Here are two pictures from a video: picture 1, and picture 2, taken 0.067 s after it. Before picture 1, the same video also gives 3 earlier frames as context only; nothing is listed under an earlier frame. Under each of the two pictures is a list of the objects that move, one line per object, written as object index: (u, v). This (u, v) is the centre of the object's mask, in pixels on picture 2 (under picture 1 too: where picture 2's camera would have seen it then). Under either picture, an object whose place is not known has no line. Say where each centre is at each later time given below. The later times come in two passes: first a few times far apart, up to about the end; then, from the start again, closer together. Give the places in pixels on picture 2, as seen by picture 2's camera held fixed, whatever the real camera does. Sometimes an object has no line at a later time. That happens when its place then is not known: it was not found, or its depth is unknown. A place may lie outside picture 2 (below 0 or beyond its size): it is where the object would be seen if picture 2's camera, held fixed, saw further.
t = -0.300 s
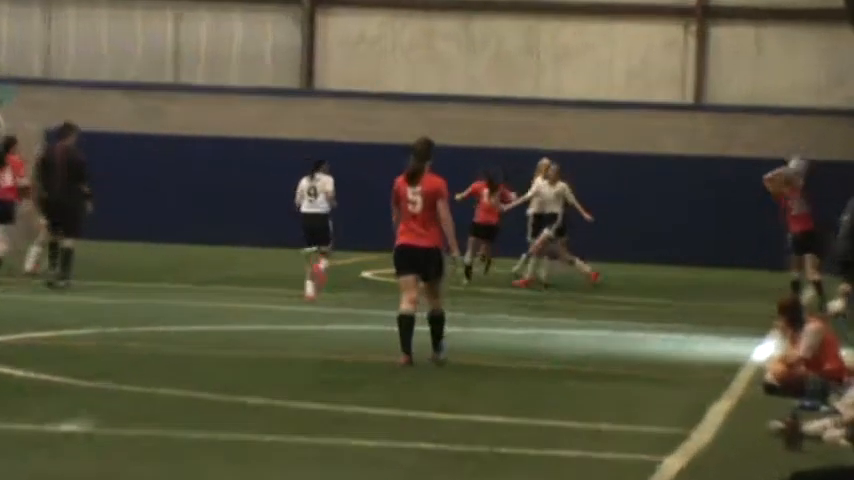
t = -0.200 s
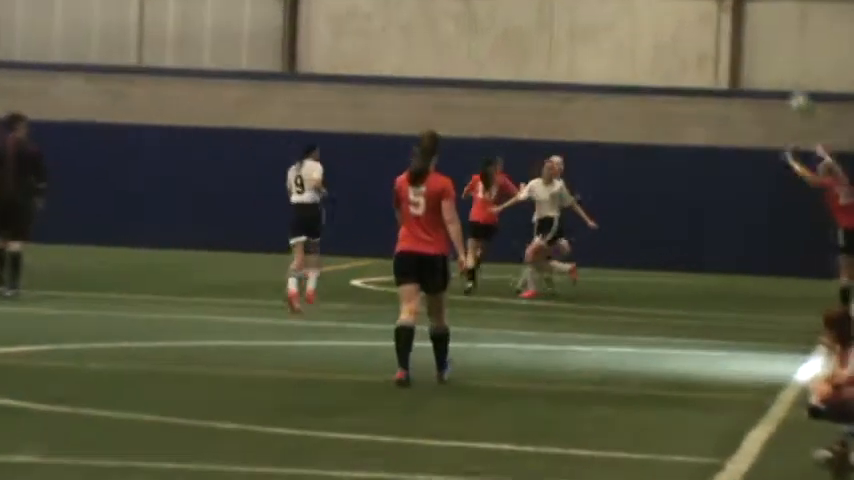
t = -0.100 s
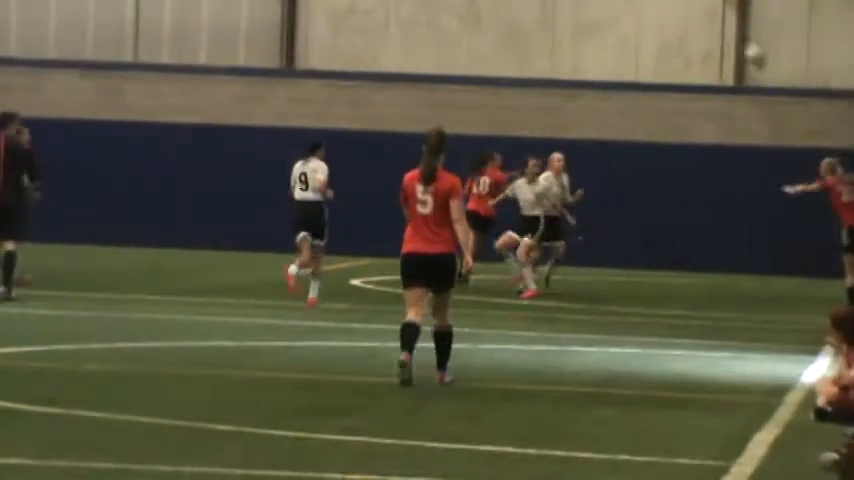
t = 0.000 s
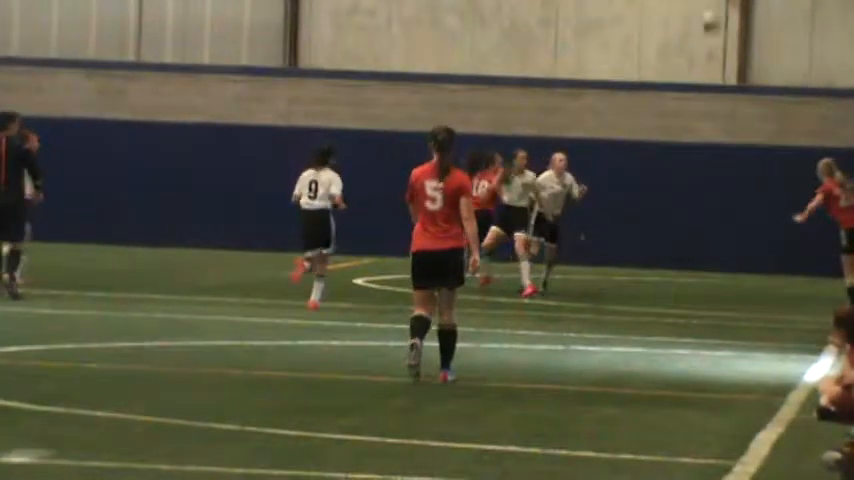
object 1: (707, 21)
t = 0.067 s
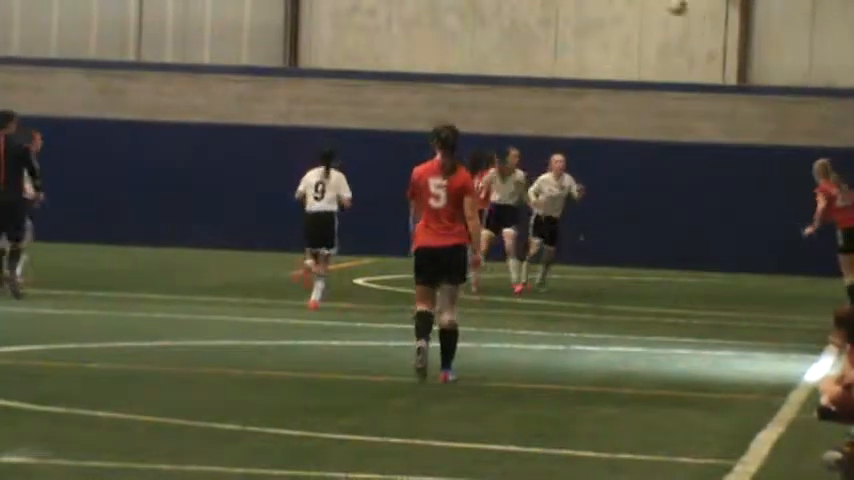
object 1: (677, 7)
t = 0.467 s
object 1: (497, 2)
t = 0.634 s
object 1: (437, 32)
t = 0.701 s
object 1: (417, 51)
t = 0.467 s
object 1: (497, 2)
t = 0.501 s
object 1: (489, 5)
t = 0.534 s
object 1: (477, 8)
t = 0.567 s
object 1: (463, 13)
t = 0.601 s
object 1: (448, 22)
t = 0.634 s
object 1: (437, 32)
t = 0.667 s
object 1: (427, 41)
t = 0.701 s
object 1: (417, 51)
